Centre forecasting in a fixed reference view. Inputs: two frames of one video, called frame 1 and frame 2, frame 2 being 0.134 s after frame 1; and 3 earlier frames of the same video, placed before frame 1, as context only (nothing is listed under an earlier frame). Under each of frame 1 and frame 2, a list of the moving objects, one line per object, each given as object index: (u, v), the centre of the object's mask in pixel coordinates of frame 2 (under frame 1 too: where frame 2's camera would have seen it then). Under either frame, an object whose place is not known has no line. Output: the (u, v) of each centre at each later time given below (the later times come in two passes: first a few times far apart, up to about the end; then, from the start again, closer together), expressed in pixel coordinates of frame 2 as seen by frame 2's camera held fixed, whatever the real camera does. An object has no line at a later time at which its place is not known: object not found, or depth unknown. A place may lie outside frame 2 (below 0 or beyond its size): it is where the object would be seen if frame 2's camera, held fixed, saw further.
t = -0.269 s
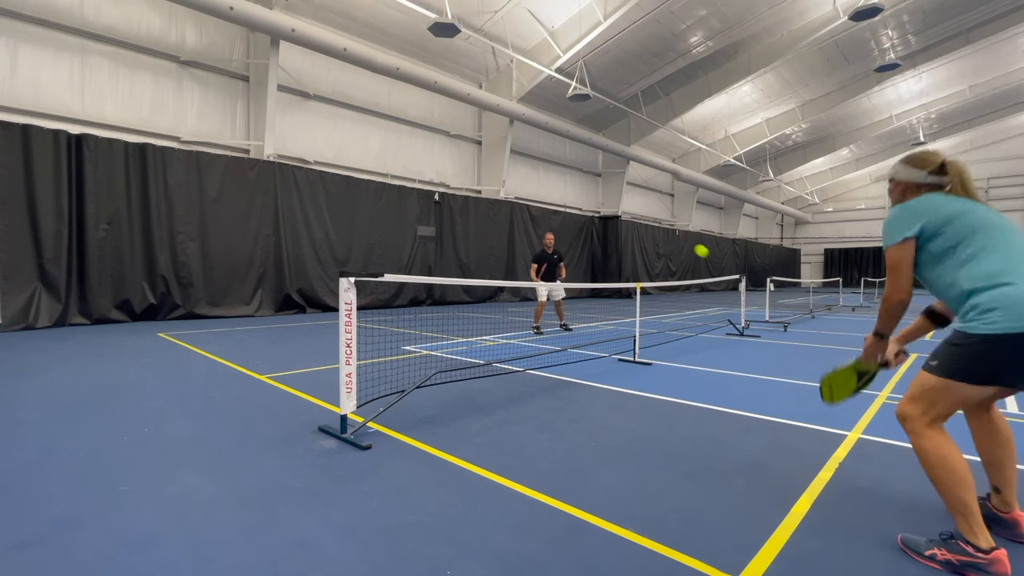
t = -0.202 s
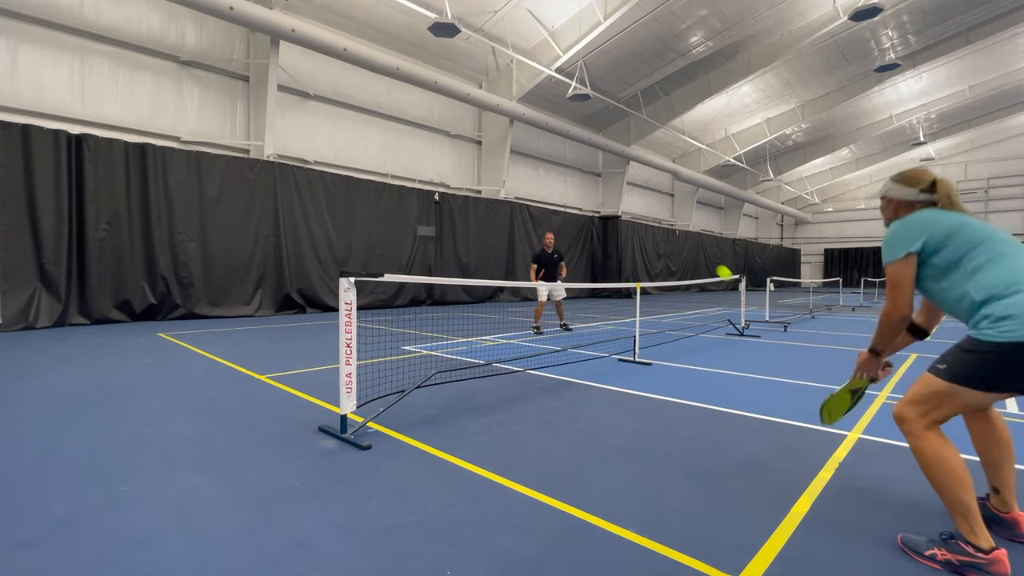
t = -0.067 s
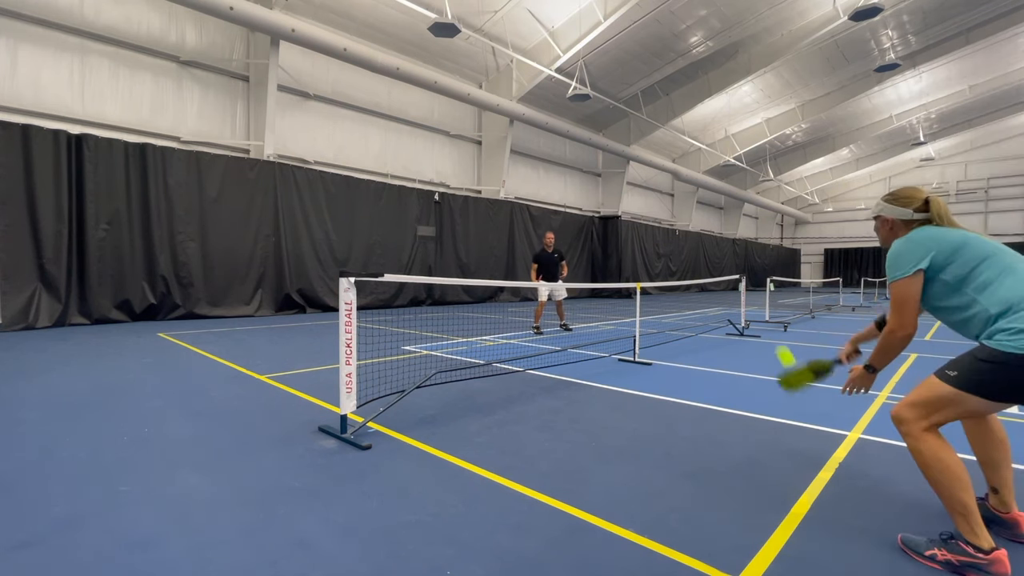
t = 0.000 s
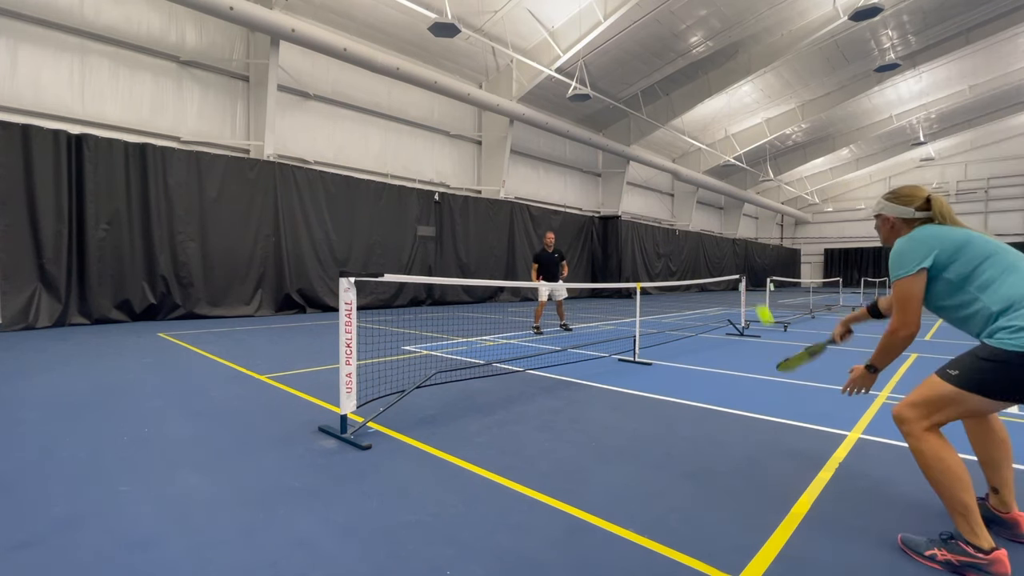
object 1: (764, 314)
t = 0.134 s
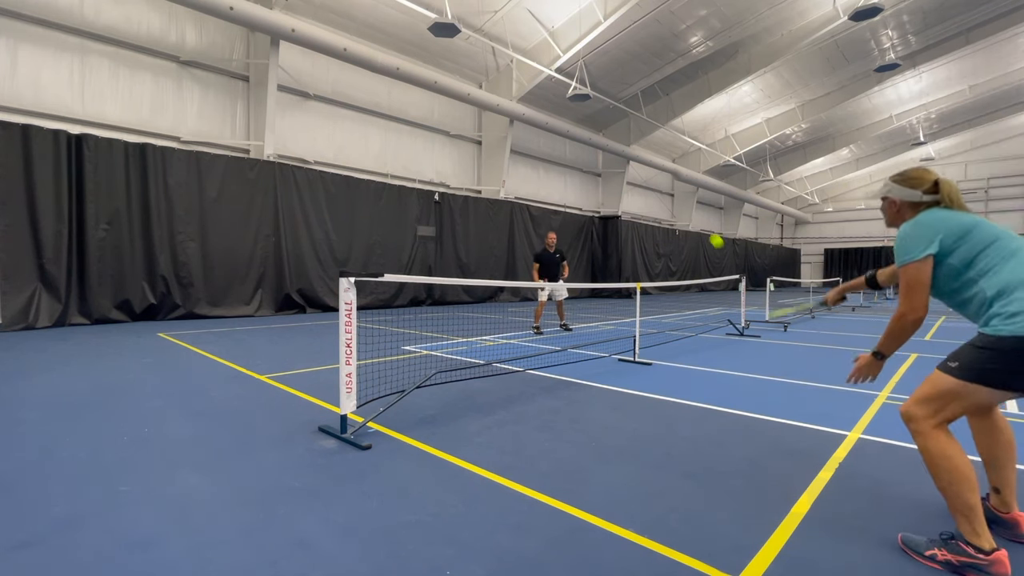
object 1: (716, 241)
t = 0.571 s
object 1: (642, 228)
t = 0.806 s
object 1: (622, 277)
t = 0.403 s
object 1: (662, 209)
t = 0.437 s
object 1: (658, 211)
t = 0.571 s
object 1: (642, 228)
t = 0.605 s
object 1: (639, 233)
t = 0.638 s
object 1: (636, 239)
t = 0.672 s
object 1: (632, 246)
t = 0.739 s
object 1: (627, 261)
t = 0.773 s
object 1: (624, 269)
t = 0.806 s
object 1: (622, 277)
